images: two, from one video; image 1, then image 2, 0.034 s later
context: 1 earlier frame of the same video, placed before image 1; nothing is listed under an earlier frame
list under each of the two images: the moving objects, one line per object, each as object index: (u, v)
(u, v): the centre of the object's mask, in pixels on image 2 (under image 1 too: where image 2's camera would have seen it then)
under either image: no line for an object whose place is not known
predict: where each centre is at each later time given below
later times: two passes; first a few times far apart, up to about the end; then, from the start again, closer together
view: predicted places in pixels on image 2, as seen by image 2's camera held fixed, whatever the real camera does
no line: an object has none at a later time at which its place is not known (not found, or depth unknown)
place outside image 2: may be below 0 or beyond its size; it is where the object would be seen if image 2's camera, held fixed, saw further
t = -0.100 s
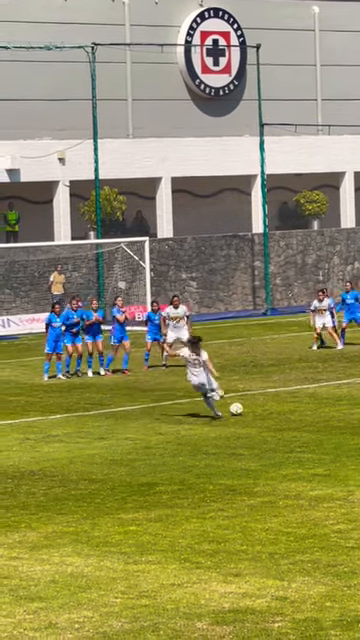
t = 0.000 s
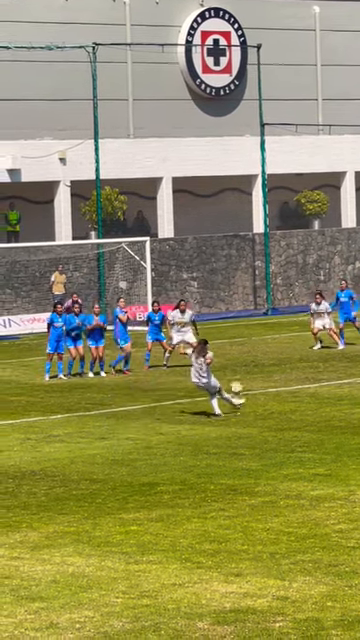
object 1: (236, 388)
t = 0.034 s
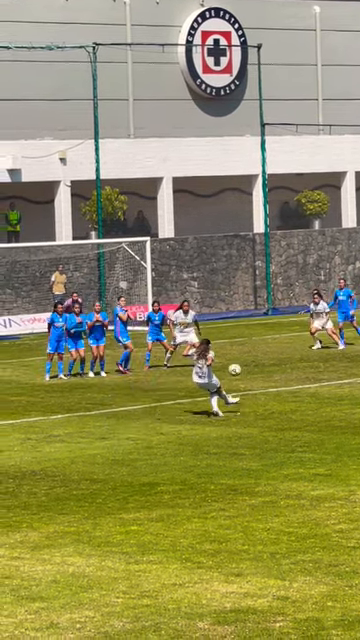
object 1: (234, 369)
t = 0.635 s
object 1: (175, 226)
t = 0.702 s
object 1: (168, 227)
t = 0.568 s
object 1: (183, 229)
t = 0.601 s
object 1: (179, 227)
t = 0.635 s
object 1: (175, 226)
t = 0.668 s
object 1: (172, 226)
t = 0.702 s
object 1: (168, 227)
